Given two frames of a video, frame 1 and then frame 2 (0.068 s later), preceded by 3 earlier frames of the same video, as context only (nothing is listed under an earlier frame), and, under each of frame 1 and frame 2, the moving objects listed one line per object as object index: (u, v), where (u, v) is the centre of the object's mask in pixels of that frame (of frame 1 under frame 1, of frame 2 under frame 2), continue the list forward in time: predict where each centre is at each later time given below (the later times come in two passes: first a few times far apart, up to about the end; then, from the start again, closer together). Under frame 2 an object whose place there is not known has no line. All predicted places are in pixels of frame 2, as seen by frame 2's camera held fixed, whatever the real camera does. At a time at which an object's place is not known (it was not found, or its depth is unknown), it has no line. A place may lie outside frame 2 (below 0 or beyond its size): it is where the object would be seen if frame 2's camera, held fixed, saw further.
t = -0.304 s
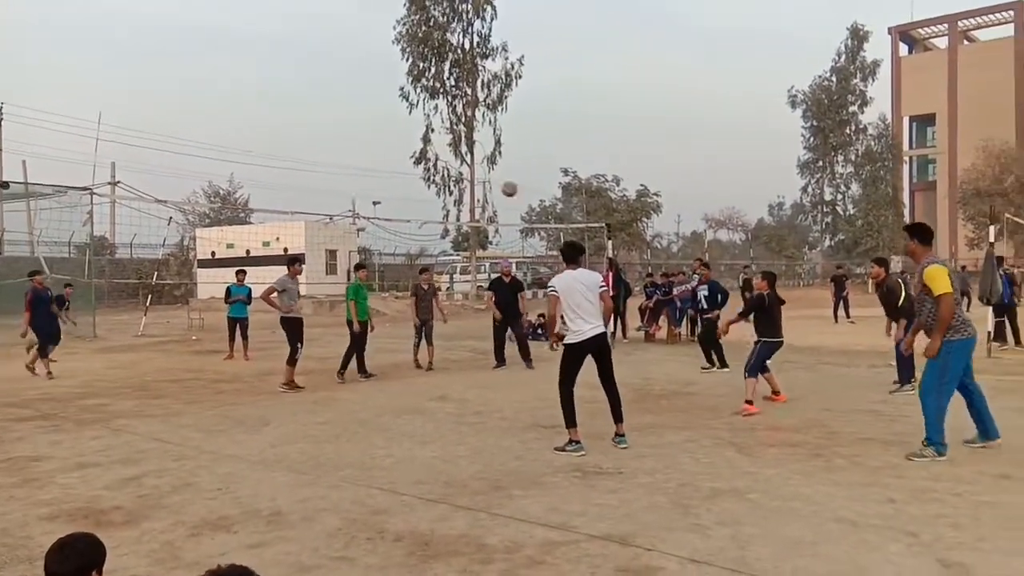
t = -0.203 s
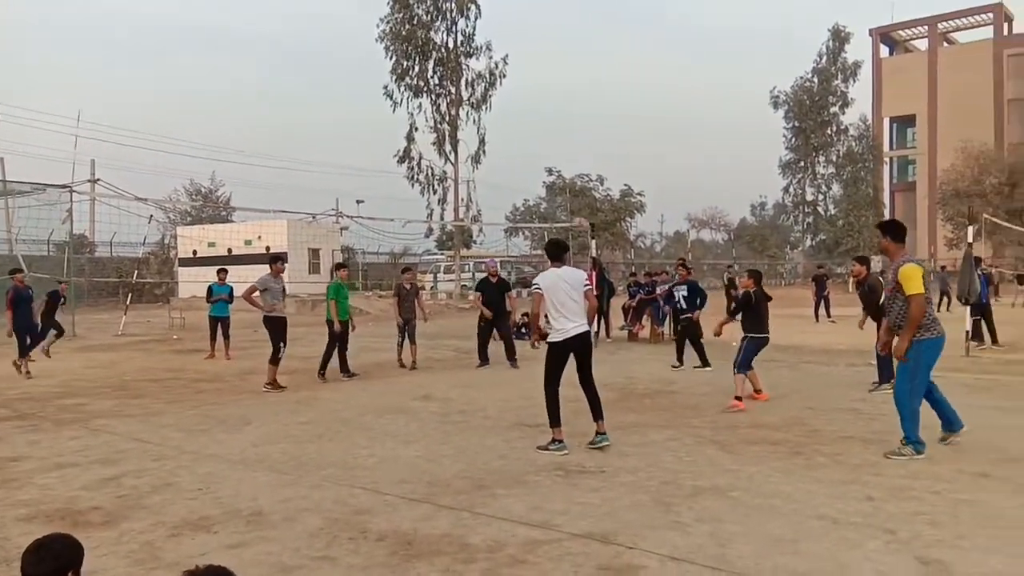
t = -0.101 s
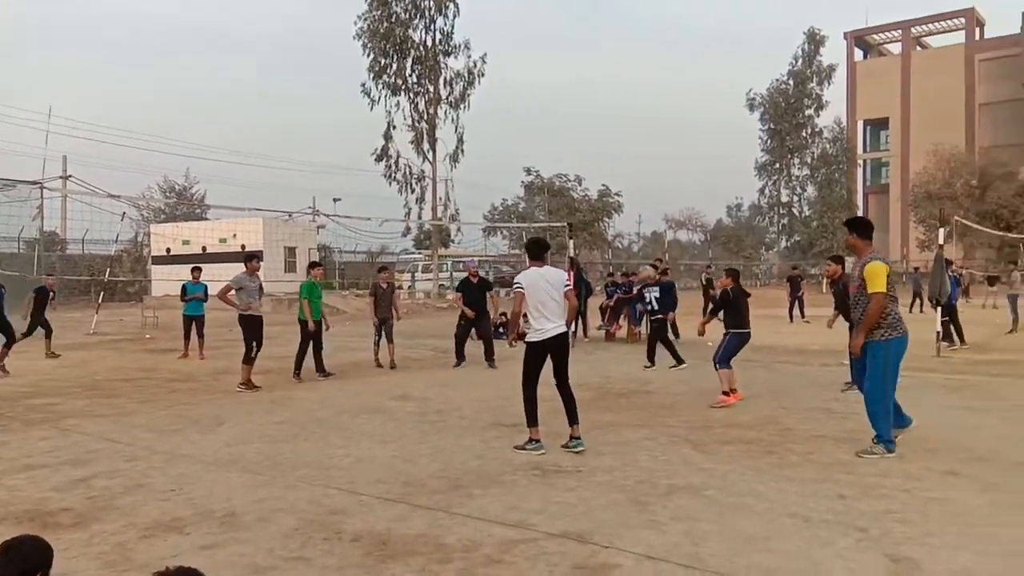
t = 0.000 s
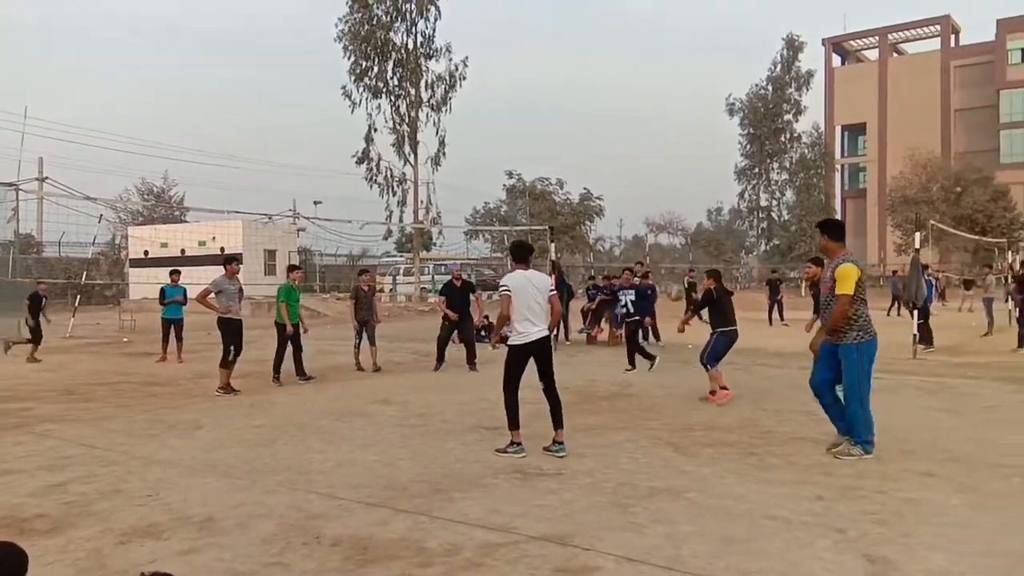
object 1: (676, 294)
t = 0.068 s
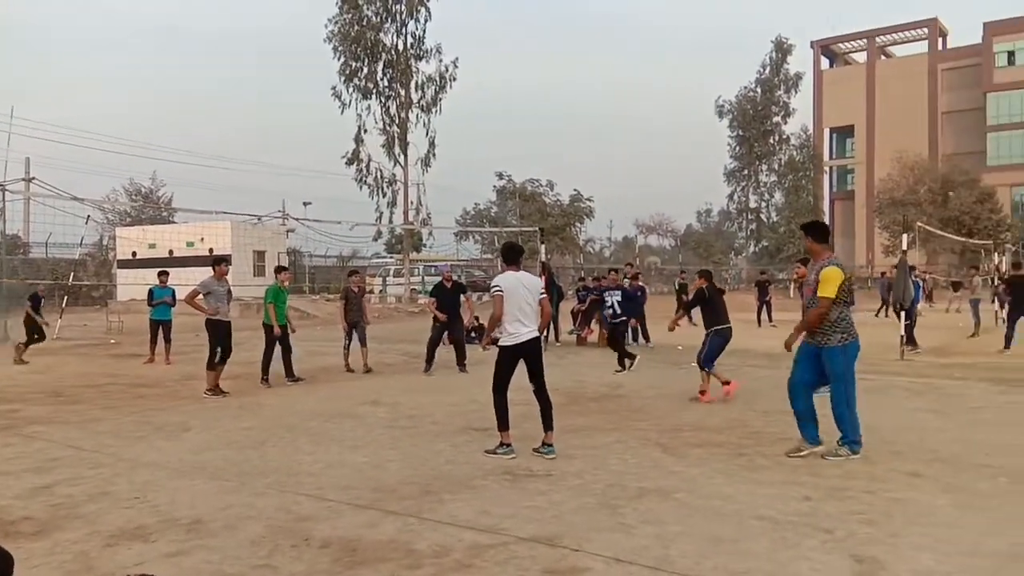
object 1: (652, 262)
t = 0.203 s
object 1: (630, 217)
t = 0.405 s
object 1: (600, 175)
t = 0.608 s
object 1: (574, 165)
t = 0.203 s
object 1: (630, 217)
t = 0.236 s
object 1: (625, 207)
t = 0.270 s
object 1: (620, 199)
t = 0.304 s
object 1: (614, 191)
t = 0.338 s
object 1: (609, 185)
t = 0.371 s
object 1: (604, 180)
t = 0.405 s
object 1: (600, 175)
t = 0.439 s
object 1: (595, 171)
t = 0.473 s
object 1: (591, 168)
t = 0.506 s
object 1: (587, 166)
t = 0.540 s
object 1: (582, 165)
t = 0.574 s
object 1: (578, 165)
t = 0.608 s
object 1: (574, 165)
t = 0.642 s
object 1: (570, 166)
